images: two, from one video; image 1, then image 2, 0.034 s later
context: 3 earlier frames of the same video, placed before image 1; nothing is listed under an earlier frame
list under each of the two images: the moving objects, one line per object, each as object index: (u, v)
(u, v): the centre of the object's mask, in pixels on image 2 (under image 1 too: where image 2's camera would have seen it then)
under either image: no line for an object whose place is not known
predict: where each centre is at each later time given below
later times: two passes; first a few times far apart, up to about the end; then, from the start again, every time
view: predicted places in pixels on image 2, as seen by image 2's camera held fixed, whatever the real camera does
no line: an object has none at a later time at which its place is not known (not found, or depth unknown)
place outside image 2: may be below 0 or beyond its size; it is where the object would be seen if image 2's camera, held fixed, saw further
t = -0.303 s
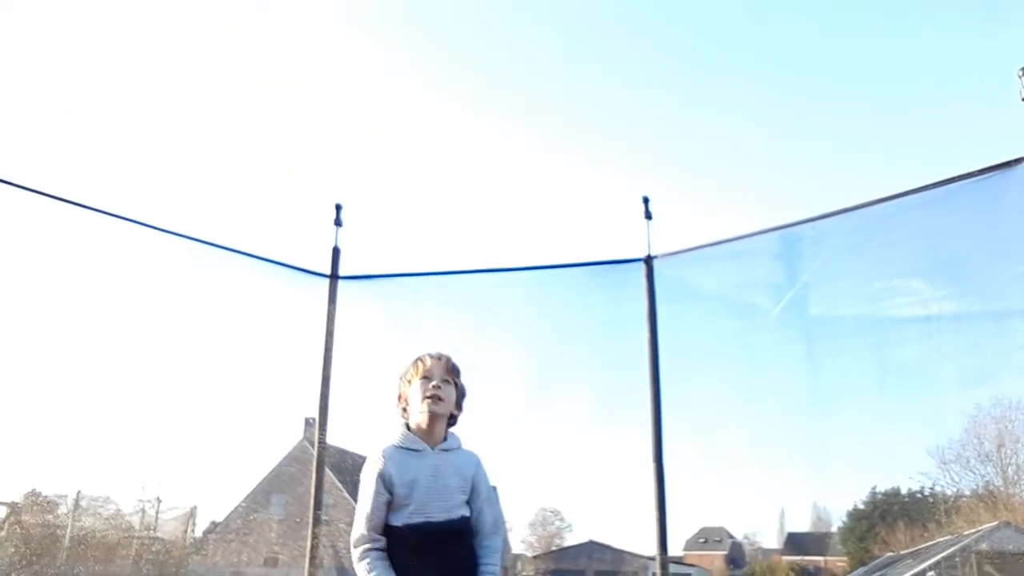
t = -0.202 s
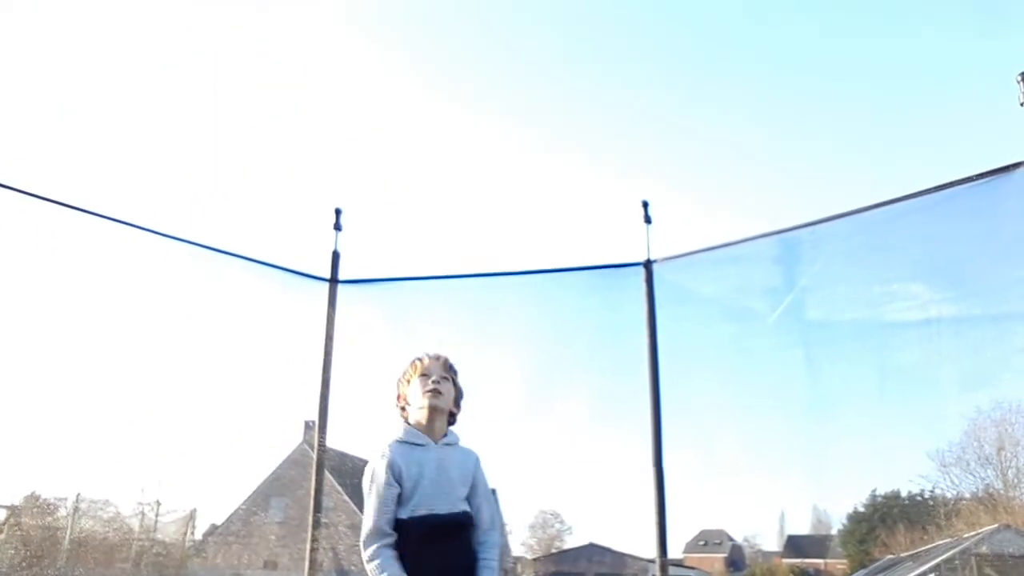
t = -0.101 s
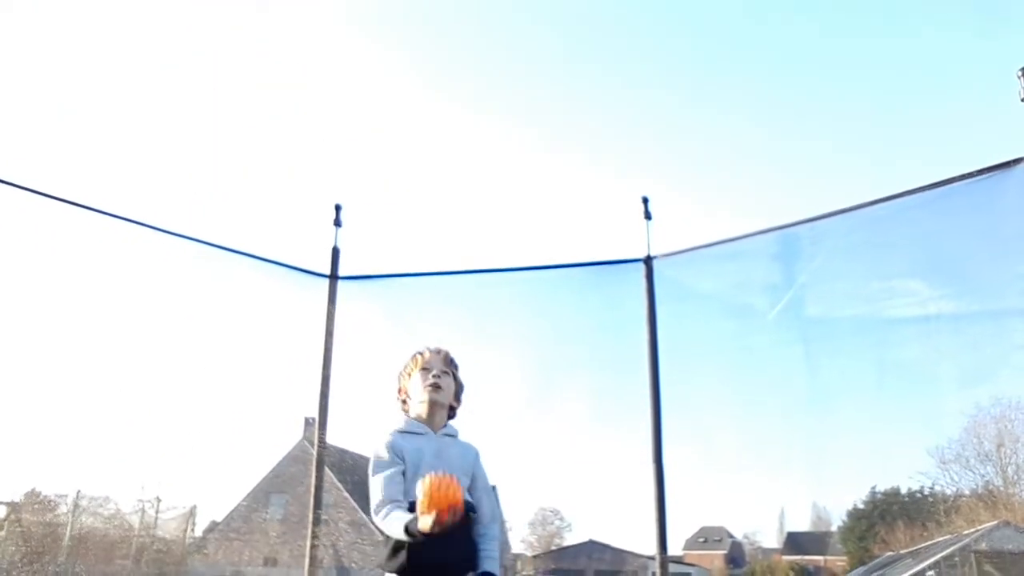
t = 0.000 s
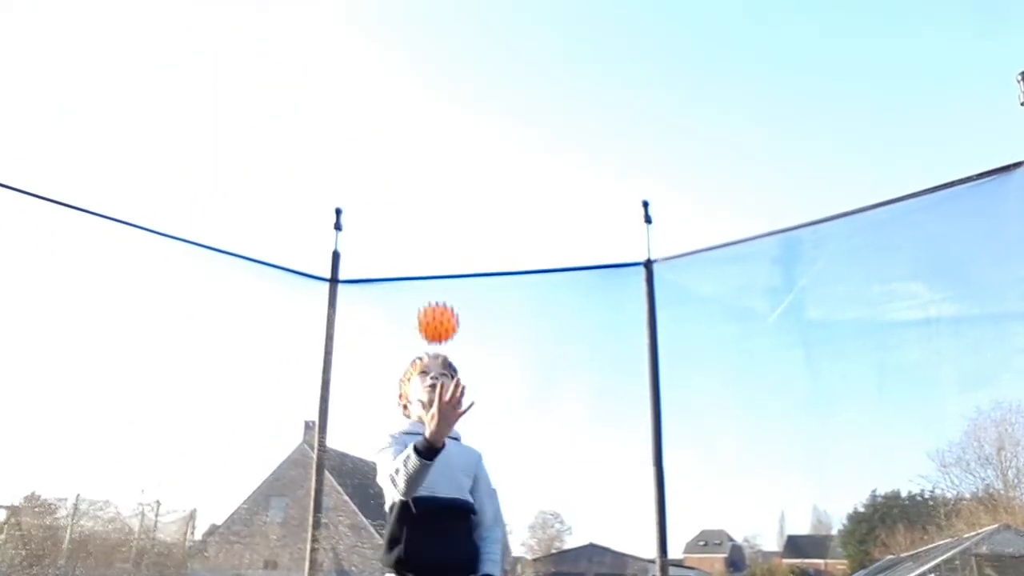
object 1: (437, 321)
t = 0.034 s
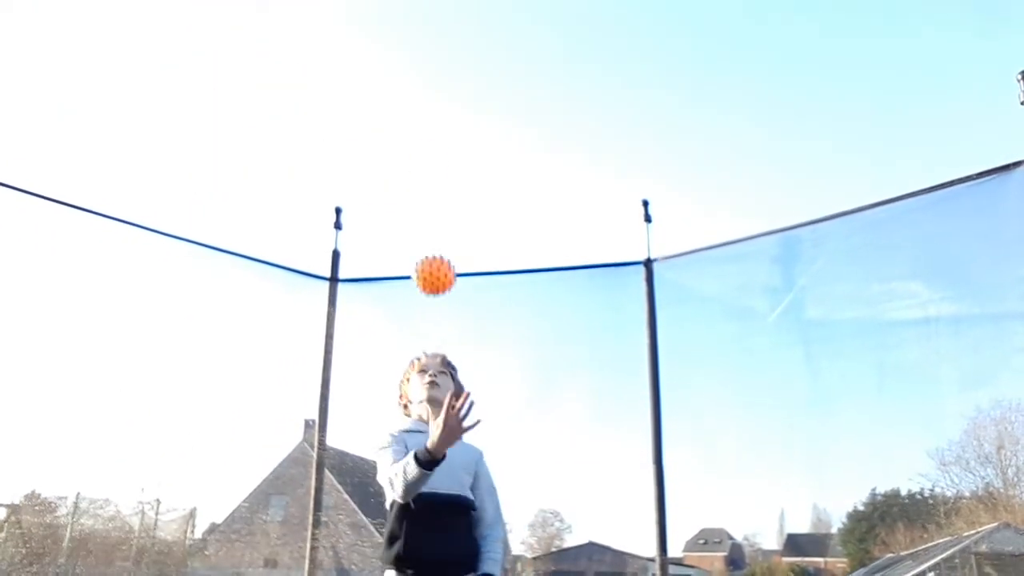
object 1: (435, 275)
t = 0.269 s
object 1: (414, 72)
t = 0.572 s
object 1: (372, 69)
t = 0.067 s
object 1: (432, 232)
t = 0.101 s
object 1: (429, 195)
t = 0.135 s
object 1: (428, 162)
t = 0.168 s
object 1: (425, 134)
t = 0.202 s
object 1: (422, 110)
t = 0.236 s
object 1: (418, 90)
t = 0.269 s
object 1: (414, 72)
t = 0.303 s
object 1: (411, 58)
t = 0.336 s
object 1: (407, 47)
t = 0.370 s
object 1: (402, 40)
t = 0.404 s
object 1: (398, 38)
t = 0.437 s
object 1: (393, 39)
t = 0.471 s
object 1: (388, 42)
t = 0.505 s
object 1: (383, 47)
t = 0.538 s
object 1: (378, 56)
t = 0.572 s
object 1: (372, 69)
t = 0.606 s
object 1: (367, 86)
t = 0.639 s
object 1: (360, 107)
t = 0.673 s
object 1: (353, 132)
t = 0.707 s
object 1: (346, 160)
